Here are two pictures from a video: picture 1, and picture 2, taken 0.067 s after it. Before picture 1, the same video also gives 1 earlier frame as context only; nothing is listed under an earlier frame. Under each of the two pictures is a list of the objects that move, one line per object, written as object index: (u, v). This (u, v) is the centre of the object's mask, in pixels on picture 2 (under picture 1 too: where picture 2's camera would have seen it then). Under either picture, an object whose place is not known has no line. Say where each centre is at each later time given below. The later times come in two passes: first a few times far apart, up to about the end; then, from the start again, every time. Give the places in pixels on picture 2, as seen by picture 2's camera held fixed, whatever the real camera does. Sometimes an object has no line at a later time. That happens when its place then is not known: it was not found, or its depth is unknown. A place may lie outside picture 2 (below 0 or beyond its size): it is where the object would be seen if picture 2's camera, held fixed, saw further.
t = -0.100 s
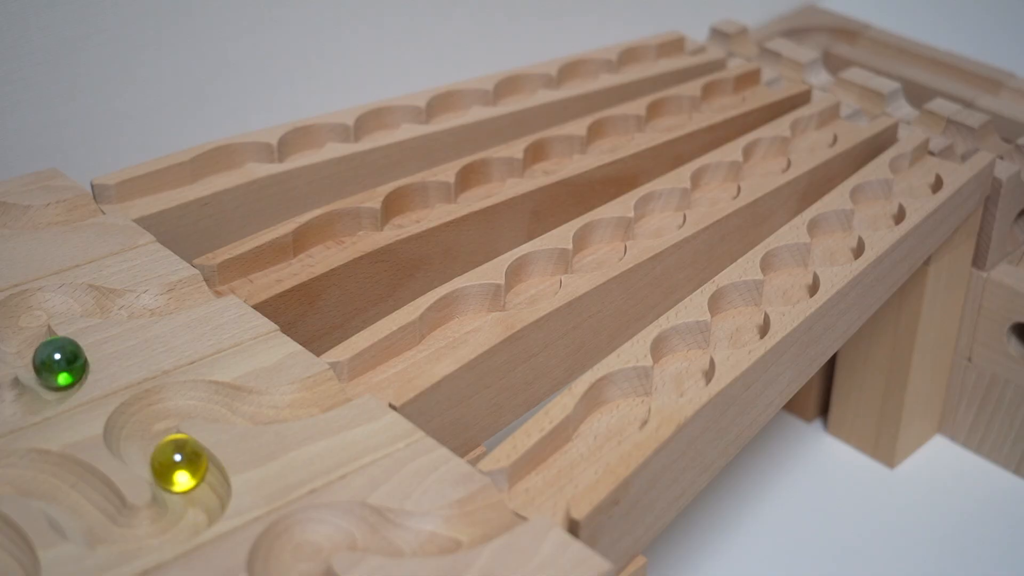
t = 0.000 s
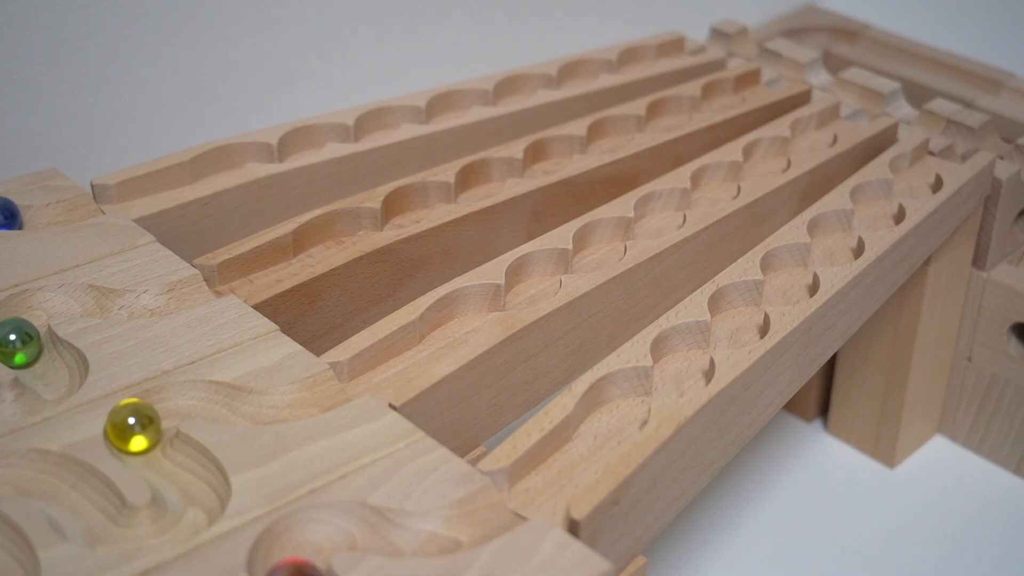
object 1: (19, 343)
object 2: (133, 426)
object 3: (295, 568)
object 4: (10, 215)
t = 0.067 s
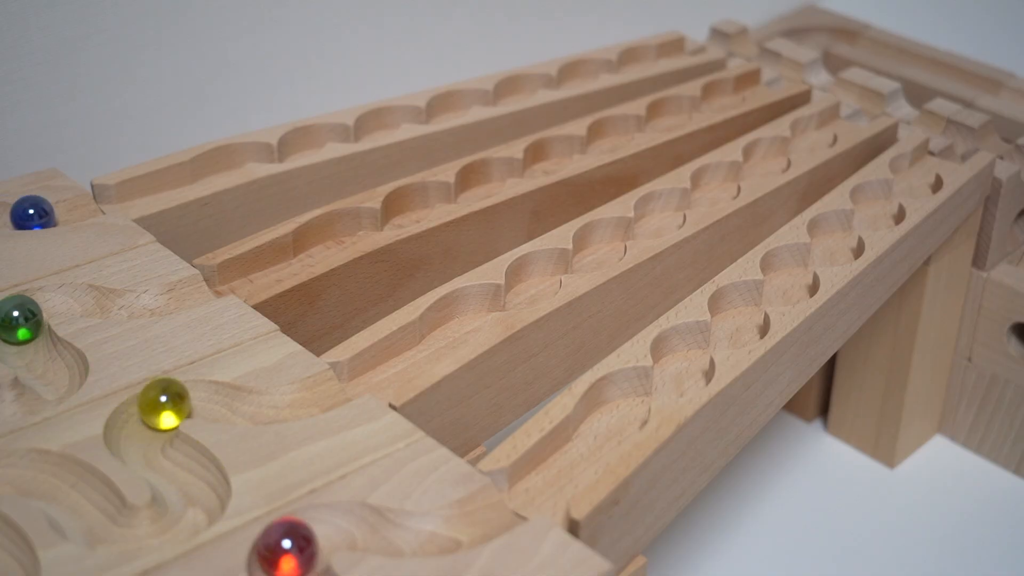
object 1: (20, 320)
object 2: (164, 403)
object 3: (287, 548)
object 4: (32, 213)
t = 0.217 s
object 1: (92, 295)
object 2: (274, 402)
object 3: (384, 528)
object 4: (117, 196)
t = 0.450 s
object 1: (187, 286)
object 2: (434, 344)
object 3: (507, 491)
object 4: (233, 159)
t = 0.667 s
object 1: (315, 248)
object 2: (533, 292)
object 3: (620, 417)
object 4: (285, 152)
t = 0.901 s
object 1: (397, 219)
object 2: (578, 262)
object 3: (681, 380)
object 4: (315, 138)
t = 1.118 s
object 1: (424, 200)
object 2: (600, 244)
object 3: (688, 347)
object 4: (368, 132)
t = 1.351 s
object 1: (480, 188)
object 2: (654, 227)
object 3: (744, 327)
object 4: (393, 118)
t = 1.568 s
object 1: (500, 172)
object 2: (663, 207)
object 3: (752, 299)
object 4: (443, 112)
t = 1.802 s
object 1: (549, 163)
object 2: (716, 194)
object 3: (794, 281)
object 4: (468, 99)
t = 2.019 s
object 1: (569, 148)
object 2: (725, 176)
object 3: (811, 258)
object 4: (515, 94)
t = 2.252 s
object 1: (612, 139)
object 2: (770, 163)
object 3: (835, 238)
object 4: (536, 82)
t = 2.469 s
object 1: (630, 126)
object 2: (781, 148)
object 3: (865, 220)
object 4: (579, 77)
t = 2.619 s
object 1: (665, 121)
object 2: (816, 140)
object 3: (882, 210)
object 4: (586, 69)
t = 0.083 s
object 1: (21, 313)
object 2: (176, 398)
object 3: (291, 540)
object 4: (43, 211)
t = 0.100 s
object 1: (24, 307)
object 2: (188, 396)
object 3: (300, 537)
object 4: (52, 209)
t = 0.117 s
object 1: (31, 304)
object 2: (202, 396)
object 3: (312, 533)
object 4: (63, 207)
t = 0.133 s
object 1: (41, 303)
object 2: (216, 399)
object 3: (326, 530)
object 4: (72, 205)
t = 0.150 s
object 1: (52, 300)
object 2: (229, 401)
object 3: (341, 526)
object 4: (82, 203)
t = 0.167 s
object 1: (65, 298)
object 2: (241, 403)
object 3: (353, 523)
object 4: (92, 200)
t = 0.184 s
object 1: (76, 297)
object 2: (253, 404)
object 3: (365, 521)
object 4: (100, 198)
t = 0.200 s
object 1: (85, 295)
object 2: (264, 403)
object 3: (375, 524)
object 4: (109, 196)
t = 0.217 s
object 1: (92, 295)
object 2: (274, 402)
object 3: (384, 528)
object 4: (117, 196)
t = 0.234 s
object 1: (98, 297)
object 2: (285, 400)
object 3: (394, 531)
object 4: (126, 192)
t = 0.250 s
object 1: (104, 300)
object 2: (296, 396)
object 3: (402, 531)
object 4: (136, 189)
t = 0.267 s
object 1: (109, 301)
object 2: (307, 391)
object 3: (411, 532)
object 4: (146, 186)
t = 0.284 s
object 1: (115, 301)
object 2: (319, 386)
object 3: (420, 531)
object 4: (157, 184)
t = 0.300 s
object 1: (122, 301)
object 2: (331, 383)
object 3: (430, 527)
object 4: (167, 181)
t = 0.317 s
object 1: (130, 299)
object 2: (343, 379)
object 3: (440, 523)
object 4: (178, 178)
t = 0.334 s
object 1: (138, 297)
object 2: (354, 375)
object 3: (451, 522)
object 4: (189, 175)
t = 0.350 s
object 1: (145, 296)
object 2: (366, 375)
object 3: (463, 521)
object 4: (200, 172)
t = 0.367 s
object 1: (154, 296)
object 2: (378, 373)
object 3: (474, 517)
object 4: (210, 169)
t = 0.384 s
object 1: (162, 295)
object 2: (390, 366)
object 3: (482, 513)
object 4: (221, 165)
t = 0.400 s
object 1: (169, 293)
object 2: (401, 362)
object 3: (488, 510)
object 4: (224, 163)
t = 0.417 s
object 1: (175, 292)
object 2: (413, 356)
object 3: (493, 504)
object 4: (224, 161)
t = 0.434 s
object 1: (181, 289)
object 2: (424, 350)
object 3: (499, 496)
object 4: (228, 160)
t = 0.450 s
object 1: (187, 286)
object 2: (434, 344)
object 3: (507, 491)
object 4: (233, 159)
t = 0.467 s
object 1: (193, 283)
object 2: (445, 338)
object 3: (517, 489)
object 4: (236, 158)
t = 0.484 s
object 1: (201, 280)
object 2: (455, 331)
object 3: (529, 489)
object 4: (240, 157)
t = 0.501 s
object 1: (211, 278)
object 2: (461, 325)
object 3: (542, 487)
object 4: (243, 156)
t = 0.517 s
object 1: (221, 276)
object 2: (465, 319)
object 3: (553, 482)
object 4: (247, 154)
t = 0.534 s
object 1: (231, 278)
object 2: (469, 312)
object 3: (559, 475)
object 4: (251, 154)
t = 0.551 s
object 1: (242, 276)
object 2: (475, 307)
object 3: (566, 468)
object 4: (254, 153)
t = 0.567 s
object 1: (253, 272)
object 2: (484, 306)
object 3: (574, 461)
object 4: (258, 153)
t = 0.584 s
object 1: (265, 267)
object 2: (495, 303)
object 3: (582, 454)
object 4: (262, 153)
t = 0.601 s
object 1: (274, 264)
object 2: (507, 299)
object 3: (590, 447)
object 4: (267, 153)
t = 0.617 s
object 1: (284, 261)
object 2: (517, 298)
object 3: (598, 439)
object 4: (271, 153)
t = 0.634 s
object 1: (294, 257)
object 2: (526, 296)
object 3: (606, 432)
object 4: (275, 153)
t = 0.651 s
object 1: (305, 252)
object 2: (529, 294)
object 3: (614, 424)
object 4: (280, 153)
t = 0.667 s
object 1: (315, 248)
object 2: (533, 292)
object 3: (620, 417)
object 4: (285, 152)
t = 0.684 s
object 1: (325, 244)
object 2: (536, 289)
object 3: (615, 411)
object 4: (290, 152)
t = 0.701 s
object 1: (331, 239)
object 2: (537, 286)
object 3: (613, 404)
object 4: (293, 151)
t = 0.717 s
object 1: (334, 235)
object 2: (536, 284)
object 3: (622, 402)
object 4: (295, 150)
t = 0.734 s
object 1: (337, 232)
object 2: (536, 282)
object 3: (628, 400)
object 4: (297, 150)
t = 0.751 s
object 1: (342, 229)
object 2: (534, 278)
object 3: (633, 397)
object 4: (299, 149)
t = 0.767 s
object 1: (349, 226)
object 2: (536, 275)
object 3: (639, 393)
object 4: (302, 147)
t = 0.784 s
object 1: (357, 224)
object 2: (540, 274)
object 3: (646, 389)
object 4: (304, 146)
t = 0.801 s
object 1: (366, 221)
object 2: (545, 273)
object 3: (653, 388)
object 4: (305, 145)
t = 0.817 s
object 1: (372, 221)
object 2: (549, 270)
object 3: (659, 388)
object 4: (306, 144)
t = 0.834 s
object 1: (379, 221)
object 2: (554, 268)
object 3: (667, 386)
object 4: (307, 143)
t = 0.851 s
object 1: (385, 221)
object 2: (559, 267)
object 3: (671, 384)
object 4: (308, 142)
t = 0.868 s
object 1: (389, 221)
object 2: (564, 265)
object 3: (674, 383)
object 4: (310, 140)
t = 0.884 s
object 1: (393, 220)
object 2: (570, 264)
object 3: (678, 381)
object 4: (312, 139)
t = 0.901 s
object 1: (397, 219)
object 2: (578, 262)
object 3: (681, 380)
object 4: (315, 138)
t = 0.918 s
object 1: (401, 218)
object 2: (584, 261)
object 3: (684, 378)
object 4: (319, 137)
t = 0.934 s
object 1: (405, 216)
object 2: (590, 260)
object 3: (686, 376)
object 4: (323, 135)
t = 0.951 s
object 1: (407, 215)
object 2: (593, 260)
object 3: (688, 373)
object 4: (328, 134)
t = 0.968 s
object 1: (409, 214)
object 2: (595, 258)
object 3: (688, 371)
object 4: (332, 133)
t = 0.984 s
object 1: (410, 212)
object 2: (597, 257)
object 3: (687, 369)
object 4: (337, 133)
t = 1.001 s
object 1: (411, 211)
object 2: (600, 256)
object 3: (684, 366)
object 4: (342, 133)
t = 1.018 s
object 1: (411, 209)
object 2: (603, 254)
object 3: (682, 362)
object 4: (346, 133)
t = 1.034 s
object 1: (411, 208)
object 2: (603, 253)
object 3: (680, 359)
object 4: (350, 133)
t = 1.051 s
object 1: (413, 206)
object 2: (603, 251)
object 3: (678, 355)
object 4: (354, 133)
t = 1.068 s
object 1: (414, 204)
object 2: (602, 250)
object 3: (677, 352)
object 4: (358, 134)
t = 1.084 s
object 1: (417, 202)
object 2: (602, 248)
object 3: (681, 351)
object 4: (363, 134)
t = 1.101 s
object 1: (420, 201)
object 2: (601, 246)
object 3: (685, 349)
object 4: (365, 133)
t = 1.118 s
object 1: (424, 200)
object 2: (600, 244)
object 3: (688, 347)
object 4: (368, 132)
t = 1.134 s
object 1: (428, 198)
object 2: (599, 241)
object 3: (692, 345)
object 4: (371, 131)
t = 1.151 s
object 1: (432, 196)
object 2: (602, 241)
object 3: (696, 343)
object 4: (373, 130)
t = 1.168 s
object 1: (437, 195)
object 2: (606, 239)
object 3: (701, 342)
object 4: (376, 129)
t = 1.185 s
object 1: (441, 195)
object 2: (609, 238)
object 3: (706, 341)
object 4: (378, 128)
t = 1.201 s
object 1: (447, 193)
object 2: (612, 236)
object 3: (711, 340)
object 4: (379, 127)
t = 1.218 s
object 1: (452, 193)
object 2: (616, 234)
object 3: (717, 338)
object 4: (380, 126)
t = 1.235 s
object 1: (457, 193)
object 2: (620, 233)
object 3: (723, 337)
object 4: (381, 125)
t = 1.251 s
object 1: (462, 193)
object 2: (624, 232)
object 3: (729, 335)
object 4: (381, 124)
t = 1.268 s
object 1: (466, 192)
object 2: (630, 231)
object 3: (735, 334)
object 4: (382, 123)
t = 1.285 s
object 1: (470, 192)
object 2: (634, 230)
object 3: (736, 333)
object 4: (383, 123)
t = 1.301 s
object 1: (472, 191)
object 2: (640, 228)
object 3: (737, 332)
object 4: (385, 121)
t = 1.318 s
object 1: (475, 191)
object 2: (646, 228)
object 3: (740, 331)
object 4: (387, 120)
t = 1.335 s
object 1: (477, 190)
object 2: (651, 227)
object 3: (742, 329)
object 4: (390, 119)
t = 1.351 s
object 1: (480, 188)
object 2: (654, 227)
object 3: (744, 327)
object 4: (393, 118)
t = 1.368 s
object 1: (481, 187)
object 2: (656, 226)
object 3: (744, 325)
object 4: (397, 117)
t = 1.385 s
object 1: (482, 186)
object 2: (658, 225)
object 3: (744, 323)
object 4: (402, 116)
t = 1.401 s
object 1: (483, 185)
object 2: (660, 223)
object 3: (742, 321)
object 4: (406, 115)
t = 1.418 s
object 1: (483, 184)
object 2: (662, 222)
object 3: (739, 318)
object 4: (410, 114)
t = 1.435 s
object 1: (483, 183)
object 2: (663, 221)
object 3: (737, 315)
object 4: (415, 114)
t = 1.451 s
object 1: (484, 182)
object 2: (663, 220)
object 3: (736, 312)
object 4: (419, 114)
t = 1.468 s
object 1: (484, 181)
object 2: (663, 219)
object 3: (734, 309)
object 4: (423, 114)
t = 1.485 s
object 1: (485, 179)
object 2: (663, 217)
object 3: (734, 307)
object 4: (427, 114)
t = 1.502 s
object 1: (486, 177)
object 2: (663, 216)
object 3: (738, 305)
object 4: (432, 114)
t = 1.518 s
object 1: (489, 176)
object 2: (663, 214)
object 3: (741, 304)
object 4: (435, 114)
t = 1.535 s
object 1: (493, 175)
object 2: (662, 211)
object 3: (744, 302)
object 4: (438, 114)
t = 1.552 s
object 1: (496, 173)
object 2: (662, 209)
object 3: (748, 300)
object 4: (441, 113)
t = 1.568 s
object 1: (500, 172)
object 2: (663, 207)
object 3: (752, 299)
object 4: (443, 112)
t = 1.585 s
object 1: (504, 171)
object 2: (666, 206)
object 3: (756, 298)
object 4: (445, 112)
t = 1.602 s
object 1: (508, 170)
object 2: (669, 205)
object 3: (761, 297)
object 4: (448, 111)
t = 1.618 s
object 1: (512, 170)
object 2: (672, 203)
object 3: (766, 296)
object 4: (450, 110)
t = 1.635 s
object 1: (517, 169)
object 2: (676, 202)
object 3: (771, 295)
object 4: (451, 109)
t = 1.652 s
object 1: (522, 168)
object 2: (680, 202)
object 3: (777, 293)
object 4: (451, 108)
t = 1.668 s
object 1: (527, 168)
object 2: (685, 201)
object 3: (782, 292)
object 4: (452, 107)
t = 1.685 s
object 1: (531, 168)
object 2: (689, 200)
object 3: (788, 291)
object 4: (452, 106)
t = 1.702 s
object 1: (536, 168)
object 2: (694, 199)
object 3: (789, 290)
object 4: (453, 105)
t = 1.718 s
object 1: (539, 167)
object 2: (700, 197)
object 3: (790, 289)
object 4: (455, 104)
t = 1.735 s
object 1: (541, 167)
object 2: (705, 196)
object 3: (792, 287)
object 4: (456, 103)
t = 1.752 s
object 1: (543, 166)
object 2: (711, 196)
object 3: (794, 286)
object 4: (458, 102)
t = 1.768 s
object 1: (545, 165)
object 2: (713, 195)
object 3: (795, 284)
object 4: (461, 101)
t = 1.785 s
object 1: (548, 164)
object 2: (714, 194)
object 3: (795, 282)
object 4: (465, 100)
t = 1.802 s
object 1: (549, 163)
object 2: (716, 194)
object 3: (794, 281)
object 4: (468, 99)
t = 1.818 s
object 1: (549, 162)
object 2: (718, 192)
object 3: (791, 278)
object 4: (472, 98)
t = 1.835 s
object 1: (550, 161)
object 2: (719, 192)
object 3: (789, 276)
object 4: (476, 97)
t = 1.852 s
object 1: (550, 160)
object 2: (719, 191)
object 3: (786, 274)
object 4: (481, 97)
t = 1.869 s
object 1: (550, 158)
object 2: (719, 189)
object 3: (785, 271)
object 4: (485, 96)
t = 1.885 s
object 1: (550, 157)
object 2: (718, 188)
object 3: (783, 268)
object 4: (489, 97)
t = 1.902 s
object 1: (550, 156)
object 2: (718, 187)
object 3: (785, 267)
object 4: (494, 97)
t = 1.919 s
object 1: (550, 155)
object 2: (718, 186)
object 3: (788, 265)
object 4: (498, 97)
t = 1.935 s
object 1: (553, 154)
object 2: (716, 183)
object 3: (791, 264)
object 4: (502, 97)
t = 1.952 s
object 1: (555, 152)
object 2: (715, 181)
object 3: (794, 262)
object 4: (505, 97)
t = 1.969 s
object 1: (559, 151)
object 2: (715, 180)
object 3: (798, 261)
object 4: (507, 96)
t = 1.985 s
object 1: (562, 150)
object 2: (718, 178)
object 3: (802, 260)
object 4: (510, 95)
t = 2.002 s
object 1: (565, 149)
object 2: (721, 177)
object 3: (806, 259)
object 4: (512, 95)
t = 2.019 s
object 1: (569, 148)
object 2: (725, 176)
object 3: (811, 258)
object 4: (515, 94)
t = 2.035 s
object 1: (573, 147)
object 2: (728, 175)
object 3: (816, 256)
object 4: (516, 93)
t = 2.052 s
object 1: (576, 147)
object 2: (731, 174)
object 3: (821, 255)
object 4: (517, 92)
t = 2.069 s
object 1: (581, 146)
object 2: (735, 173)
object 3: (827, 254)
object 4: (518, 91)
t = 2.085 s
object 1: (586, 145)
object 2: (739, 172)
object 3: (833, 253)
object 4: (518, 91)
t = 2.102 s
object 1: (591, 144)
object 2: (743, 172)
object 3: (835, 252)
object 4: (518, 90)
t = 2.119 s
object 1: (595, 144)
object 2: (748, 171)
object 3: (836, 251)
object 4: (518, 89)
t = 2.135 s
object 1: (599, 144)
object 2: (754, 169)
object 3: (837, 250)
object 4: (519, 88)
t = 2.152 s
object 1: (603, 144)
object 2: (759, 168)
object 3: (840, 248)
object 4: (520, 87)
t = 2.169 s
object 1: (605, 143)
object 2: (763, 168)
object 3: (841, 247)
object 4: (521, 86)
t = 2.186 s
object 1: (606, 143)
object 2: (765, 167)
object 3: (841, 246)
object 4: (524, 85)
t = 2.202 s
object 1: (608, 142)
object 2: (766, 167)
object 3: (841, 244)
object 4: (527, 84)
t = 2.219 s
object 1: (610, 141)
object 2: (769, 165)
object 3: (840, 243)
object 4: (529, 83)
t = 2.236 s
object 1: (611, 140)
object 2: (770, 165)
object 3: (836, 240)
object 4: (533, 82)
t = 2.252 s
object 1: (612, 139)
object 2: (770, 163)
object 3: (835, 238)
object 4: (536, 82)
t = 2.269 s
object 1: (612, 138)
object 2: (770, 162)
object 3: (833, 236)
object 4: (540, 81)
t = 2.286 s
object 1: (612, 138)
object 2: (769, 161)
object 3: (831, 233)
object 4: (545, 80)
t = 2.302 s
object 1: (611, 137)
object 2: (768, 160)
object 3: (830, 231)
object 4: (549, 80)
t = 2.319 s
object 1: (611, 135)
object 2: (766, 159)
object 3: (832, 230)
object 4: (553, 80)
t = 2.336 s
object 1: (611, 134)
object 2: (764, 157)
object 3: (834, 229)
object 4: (557, 80)
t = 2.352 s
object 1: (610, 133)
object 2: (764, 155)
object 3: (837, 227)
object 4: (561, 80)
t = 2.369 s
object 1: (611, 132)
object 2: (763, 154)
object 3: (840, 226)
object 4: (565, 80)
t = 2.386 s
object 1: (615, 131)
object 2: (765, 153)
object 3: (843, 225)
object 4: (569, 80)
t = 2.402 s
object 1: (618, 130)
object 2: (769, 152)
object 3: (847, 224)
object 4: (571, 80)
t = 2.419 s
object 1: (621, 128)
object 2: (771, 150)
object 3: (851, 223)
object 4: (573, 79)
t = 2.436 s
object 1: (624, 127)
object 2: (774, 149)
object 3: (855, 222)
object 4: (575, 78)
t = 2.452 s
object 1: (627, 126)
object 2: (777, 148)
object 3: (860, 221)
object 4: (578, 78)
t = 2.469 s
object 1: (630, 126)
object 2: (781, 148)
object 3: (865, 220)
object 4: (579, 77)
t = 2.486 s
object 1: (634, 125)
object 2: (785, 147)
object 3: (870, 219)
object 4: (580, 76)
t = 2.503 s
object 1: (638, 125)
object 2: (789, 146)
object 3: (876, 217)
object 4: (580, 75)
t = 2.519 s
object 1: (642, 124)
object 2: (793, 145)
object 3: (878, 217)
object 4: (580, 74)
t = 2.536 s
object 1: (646, 124)
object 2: (798, 145)
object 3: (879, 216)
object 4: (581, 74)
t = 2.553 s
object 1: (652, 123)
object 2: (803, 143)
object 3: (880, 215)
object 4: (581, 73)
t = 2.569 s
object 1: (656, 122)
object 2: (809, 142)
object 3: (882, 213)
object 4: (582, 72)
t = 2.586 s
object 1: (661, 122)
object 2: (813, 141)
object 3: (883, 212)
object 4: (583, 71)
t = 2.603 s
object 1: (664, 122)
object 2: (815, 141)
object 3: (883, 211)
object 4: (584, 70)
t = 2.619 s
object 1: (665, 121)
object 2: (816, 140)
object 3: (882, 210)
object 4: (586, 69)
